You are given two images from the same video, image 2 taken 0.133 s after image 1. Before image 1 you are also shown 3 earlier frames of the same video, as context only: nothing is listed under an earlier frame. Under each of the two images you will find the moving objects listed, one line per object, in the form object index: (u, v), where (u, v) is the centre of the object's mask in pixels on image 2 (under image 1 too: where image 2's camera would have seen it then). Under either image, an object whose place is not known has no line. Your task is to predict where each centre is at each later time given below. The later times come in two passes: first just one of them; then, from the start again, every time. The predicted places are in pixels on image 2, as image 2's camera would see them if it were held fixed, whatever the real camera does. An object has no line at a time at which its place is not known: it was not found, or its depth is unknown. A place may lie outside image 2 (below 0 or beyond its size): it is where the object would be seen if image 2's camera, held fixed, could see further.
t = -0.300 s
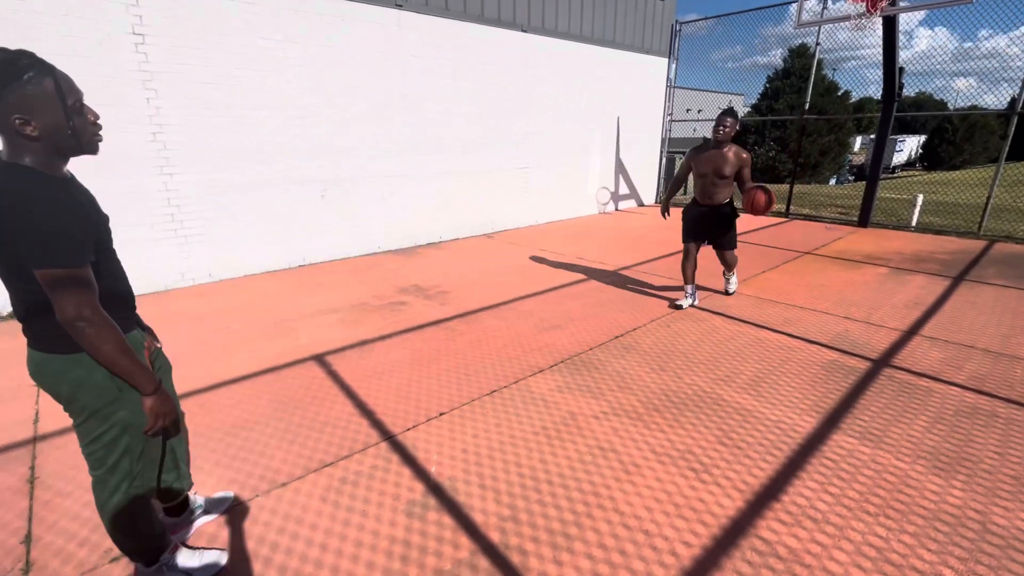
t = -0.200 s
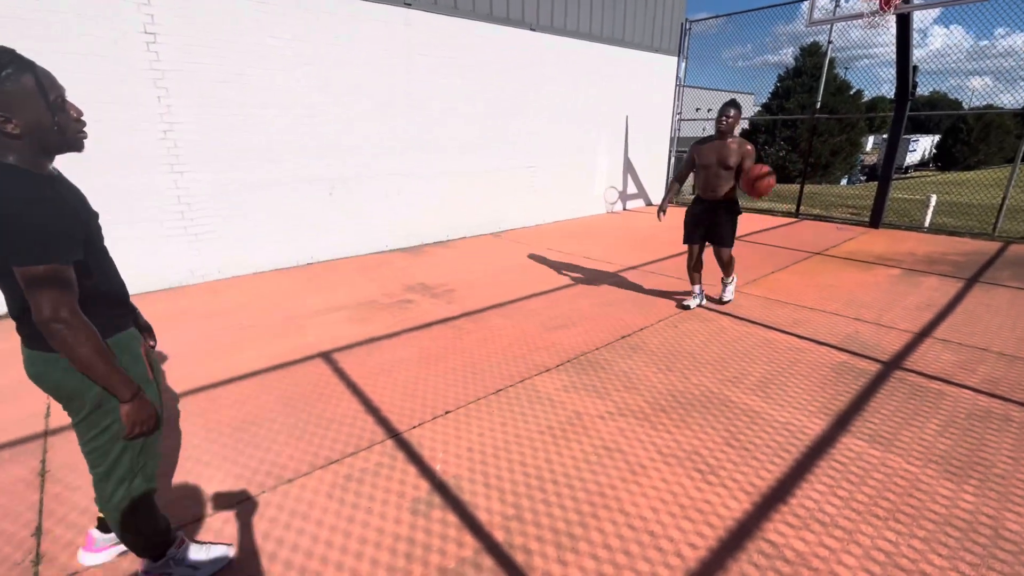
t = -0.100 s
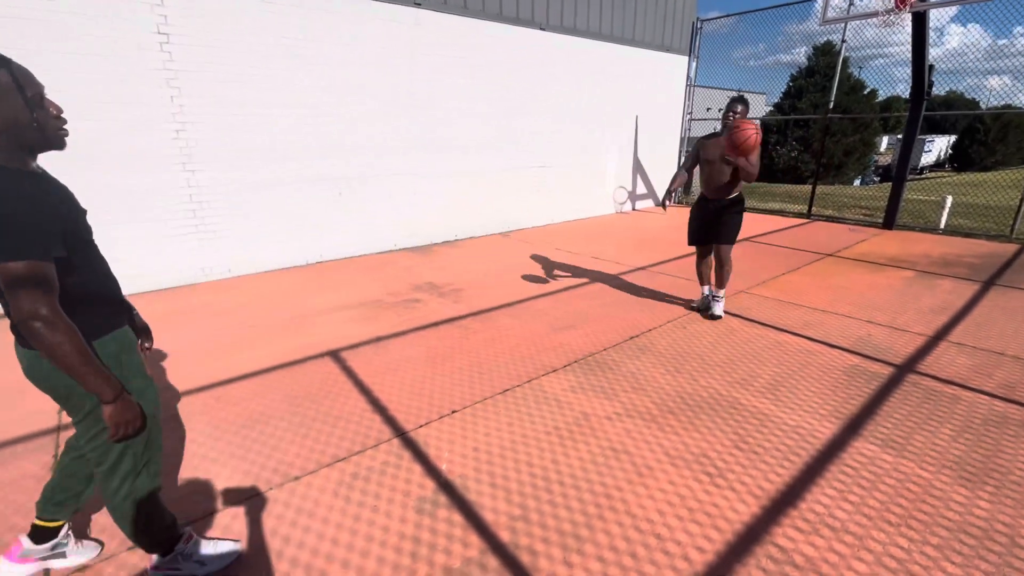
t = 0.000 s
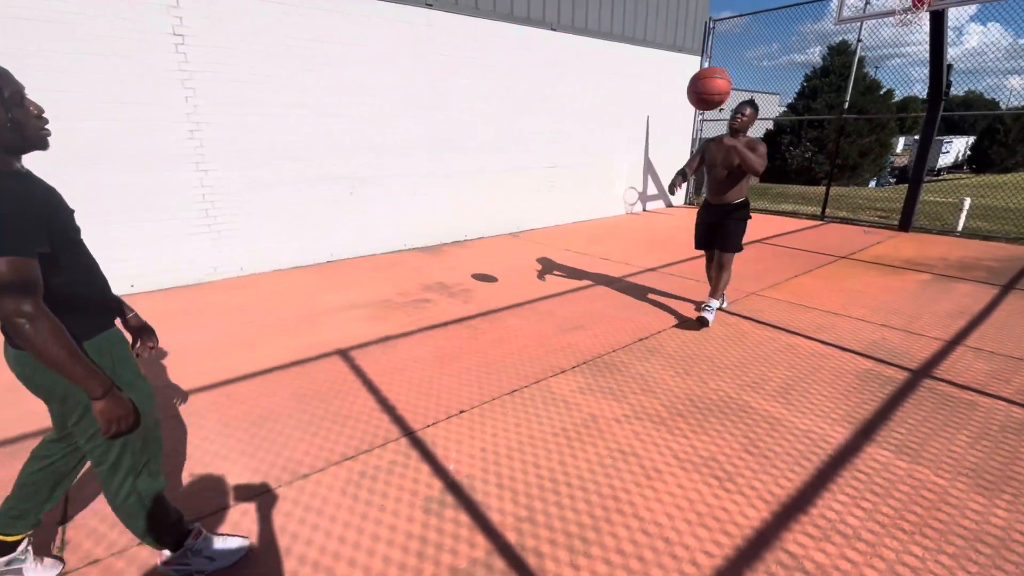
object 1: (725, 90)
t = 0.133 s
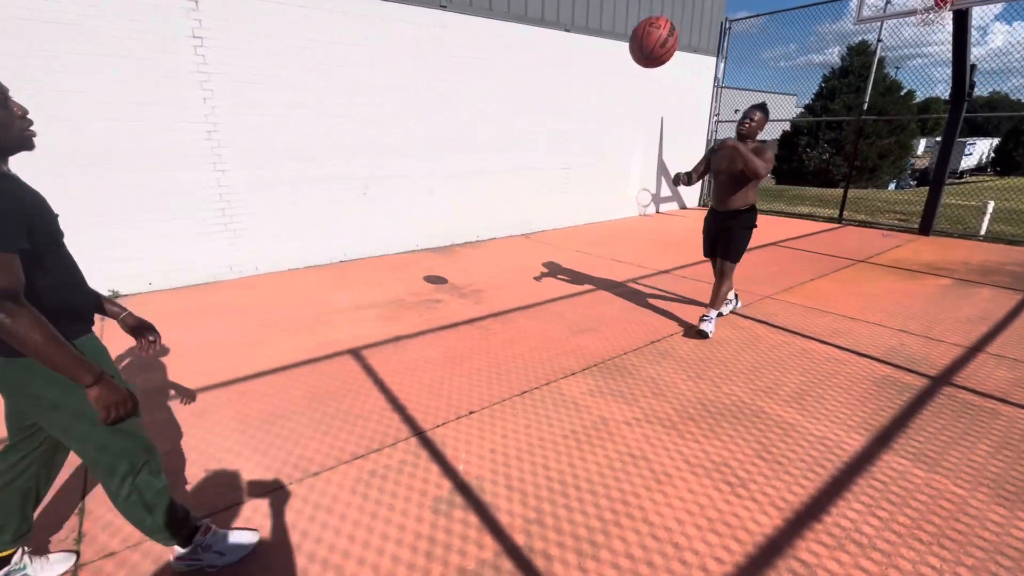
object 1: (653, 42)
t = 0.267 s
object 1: (544, 18)
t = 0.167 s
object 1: (629, 32)
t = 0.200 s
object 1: (602, 24)
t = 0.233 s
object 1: (574, 20)
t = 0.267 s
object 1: (544, 18)
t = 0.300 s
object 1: (512, 17)
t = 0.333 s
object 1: (477, 18)
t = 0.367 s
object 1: (440, 21)
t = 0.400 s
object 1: (401, 26)
